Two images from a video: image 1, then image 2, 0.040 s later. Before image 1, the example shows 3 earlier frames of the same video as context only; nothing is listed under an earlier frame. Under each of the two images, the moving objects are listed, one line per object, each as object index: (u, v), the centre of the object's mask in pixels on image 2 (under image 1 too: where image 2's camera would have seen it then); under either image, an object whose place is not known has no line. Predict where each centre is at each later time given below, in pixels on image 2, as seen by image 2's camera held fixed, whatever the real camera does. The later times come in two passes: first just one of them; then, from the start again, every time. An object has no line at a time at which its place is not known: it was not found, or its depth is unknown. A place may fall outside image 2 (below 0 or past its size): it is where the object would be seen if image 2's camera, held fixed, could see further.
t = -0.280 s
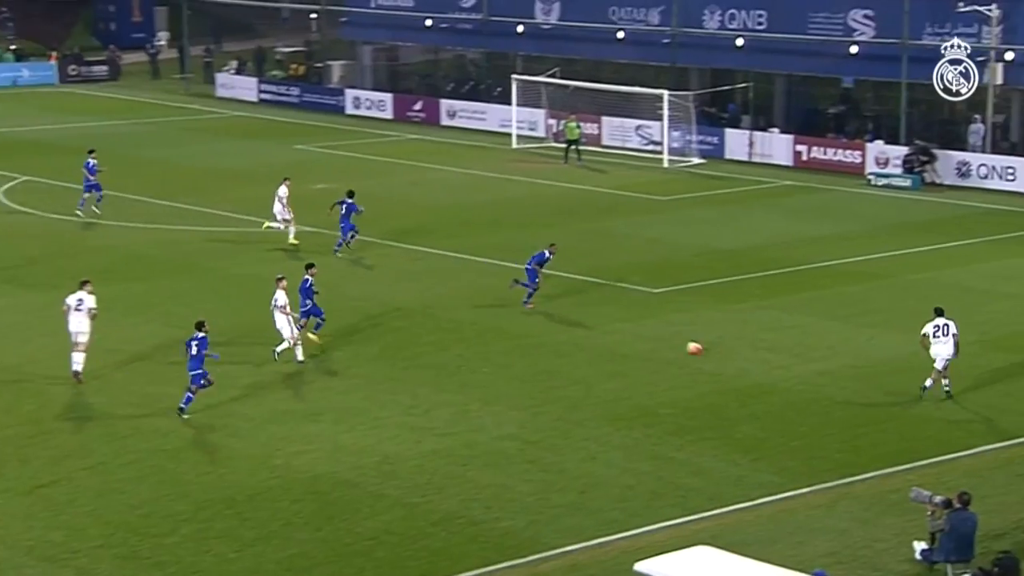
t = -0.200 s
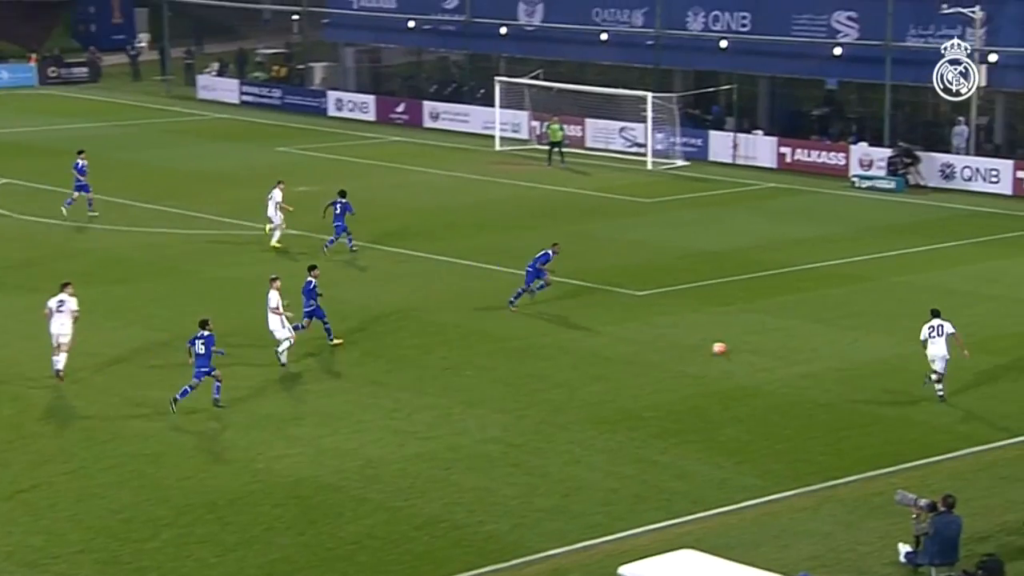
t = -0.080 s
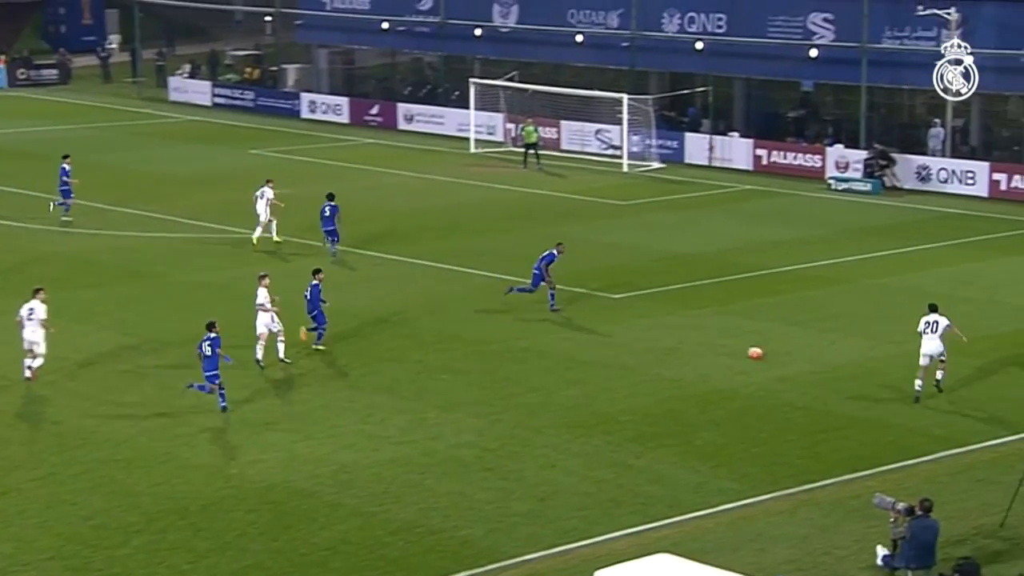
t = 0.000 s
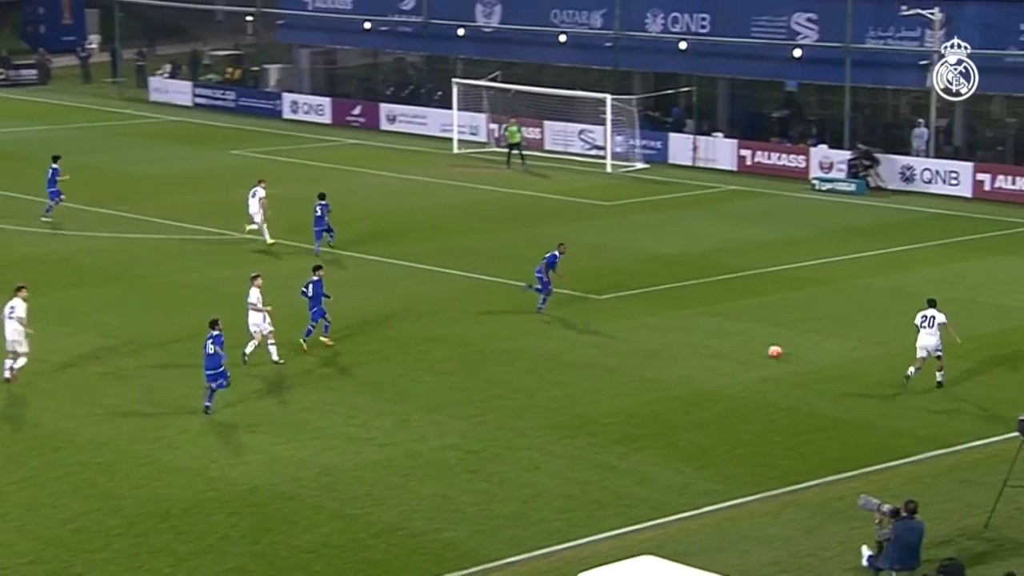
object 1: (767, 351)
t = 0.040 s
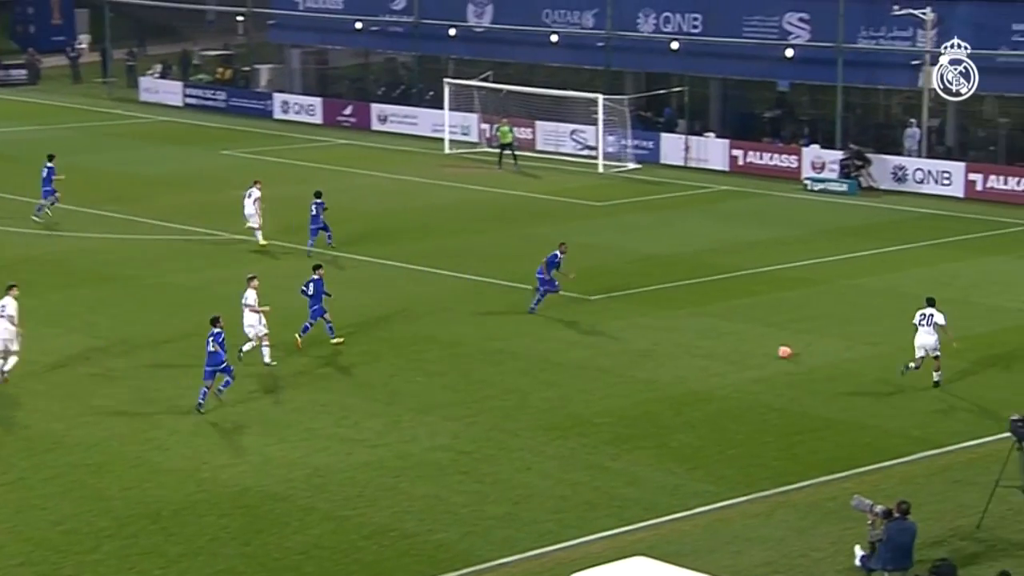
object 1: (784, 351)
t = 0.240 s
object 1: (869, 352)
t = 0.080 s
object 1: (802, 352)
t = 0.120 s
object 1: (818, 352)
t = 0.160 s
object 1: (835, 351)
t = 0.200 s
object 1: (852, 351)
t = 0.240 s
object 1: (869, 352)
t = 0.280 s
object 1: (884, 350)
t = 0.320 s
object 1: (900, 349)
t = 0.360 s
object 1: (916, 349)
